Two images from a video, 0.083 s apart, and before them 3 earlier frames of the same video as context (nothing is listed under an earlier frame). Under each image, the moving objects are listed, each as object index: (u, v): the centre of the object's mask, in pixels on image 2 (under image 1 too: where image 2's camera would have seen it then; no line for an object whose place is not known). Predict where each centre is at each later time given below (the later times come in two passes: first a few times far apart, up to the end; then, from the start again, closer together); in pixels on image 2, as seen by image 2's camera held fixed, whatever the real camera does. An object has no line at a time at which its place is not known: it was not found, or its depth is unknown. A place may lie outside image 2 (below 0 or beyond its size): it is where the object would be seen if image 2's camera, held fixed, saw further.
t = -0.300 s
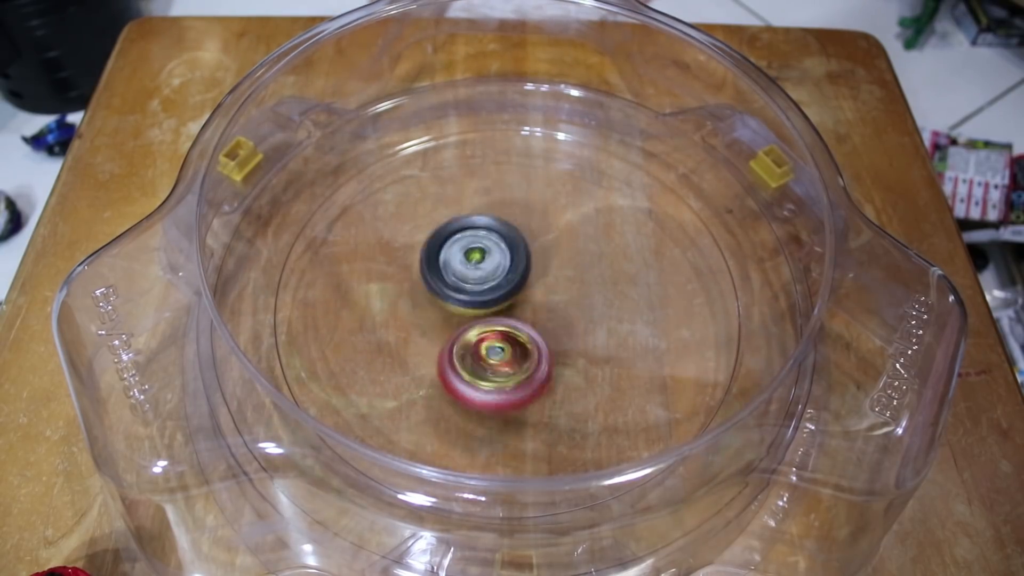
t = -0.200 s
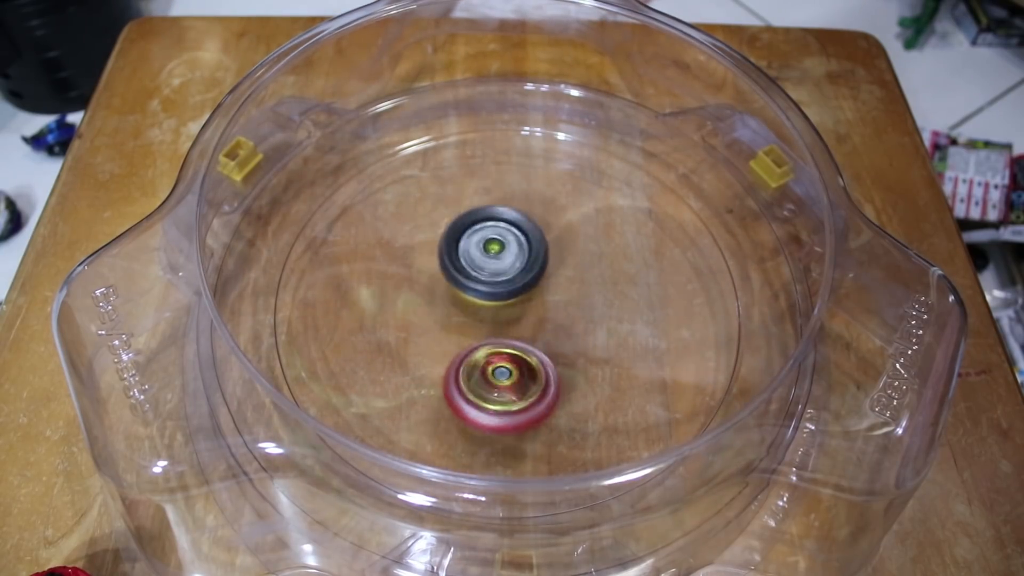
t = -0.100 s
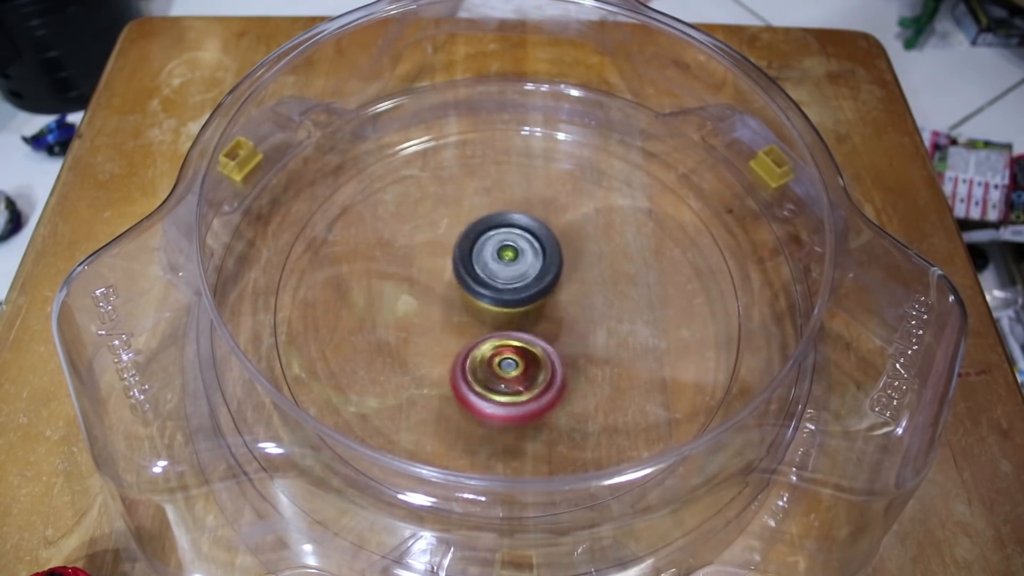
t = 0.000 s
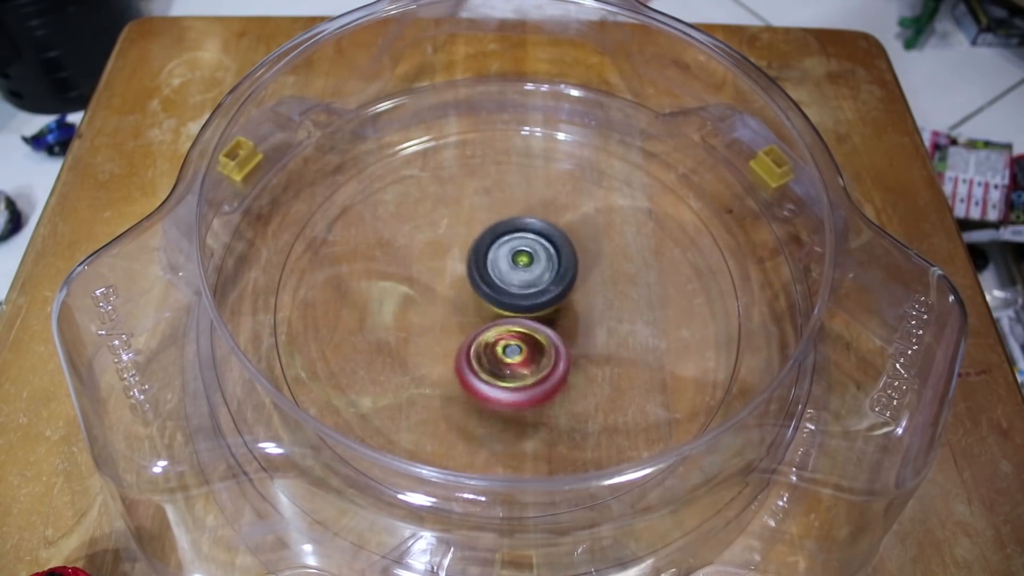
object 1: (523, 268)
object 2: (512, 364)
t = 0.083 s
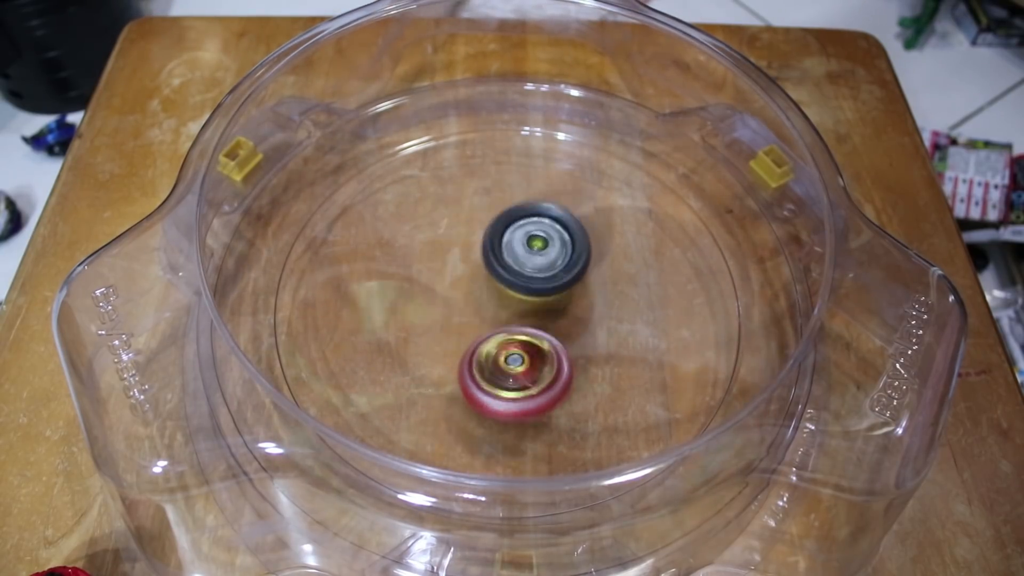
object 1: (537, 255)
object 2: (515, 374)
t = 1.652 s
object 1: (459, 255)
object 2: (551, 338)
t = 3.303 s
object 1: (541, 235)
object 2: (504, 323)
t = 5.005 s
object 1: (512, 232)
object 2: (526, 331)
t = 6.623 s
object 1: (488, 253)
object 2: (547, 337)
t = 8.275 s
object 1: (605, 246)
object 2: (532, 316)
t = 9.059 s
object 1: (564, 261)
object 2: (486, 325)
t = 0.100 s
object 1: (538, 255)
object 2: (516, 375)
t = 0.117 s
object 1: (539, 253)
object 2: (516, 375)
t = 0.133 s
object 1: (540, 251)
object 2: (517, 375)
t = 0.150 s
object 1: (540, 249)
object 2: (518, 375)
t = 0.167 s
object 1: (541, 247)
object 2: (518, 375)
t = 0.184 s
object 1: (541, 246)
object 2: (519, 373)
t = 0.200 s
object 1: (543, 239)
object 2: (520, 372)
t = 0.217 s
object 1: (543, 237)
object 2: (520, 371)
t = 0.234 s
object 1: (543, 236)
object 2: (521, 369)
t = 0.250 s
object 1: (543, 234)
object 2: (522, 367)
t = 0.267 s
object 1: (542, 234)
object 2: (523, 364)
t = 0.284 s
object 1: (542, 233)
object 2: (523, 363)
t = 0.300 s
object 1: (541, 232)
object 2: (523, 360)
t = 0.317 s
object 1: (541, 231)
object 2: (524, 358)
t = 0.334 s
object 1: (540, 230)
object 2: (525, 355)
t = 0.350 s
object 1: (539, 230)
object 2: (525, 353)
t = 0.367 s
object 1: (539, 230)
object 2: (525, 351)
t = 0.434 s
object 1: (534, 232)
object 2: (527, 341)
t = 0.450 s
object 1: (533, 233)
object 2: (528, 338)
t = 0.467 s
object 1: (532, 234)
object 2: (528, 335)
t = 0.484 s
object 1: (531, 234)
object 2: (529, 331)
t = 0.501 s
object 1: (530, 234)
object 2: (528, 329)
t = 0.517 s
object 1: (529, 233)
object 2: (529, 330)
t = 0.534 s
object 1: (528, 232)
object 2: (530, 331)
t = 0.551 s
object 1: (527, 231)
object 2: (530, 332)
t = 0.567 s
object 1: (525, 230)
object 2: (531, 332)
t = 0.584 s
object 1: (524, 231)
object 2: (532, 332)
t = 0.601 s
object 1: (523, 232)
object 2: (532, 332)
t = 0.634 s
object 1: (520, 234)
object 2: (534, 331)
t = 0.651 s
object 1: (519, 235)
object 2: (536, 331)
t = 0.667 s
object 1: (518, 236)
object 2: (537, 331)
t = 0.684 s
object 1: (516, 237)
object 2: (537, 333)
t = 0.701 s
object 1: (516, 238)
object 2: (539, 334)
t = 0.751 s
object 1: (512, 241)
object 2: (542, 336)
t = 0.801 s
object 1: (509, 241)
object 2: (546, 341)
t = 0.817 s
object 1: (508, 241)
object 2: (547, 341)
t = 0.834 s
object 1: (506, 241)
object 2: (548, 342)
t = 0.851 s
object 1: (505, 242)
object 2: (549, 342)
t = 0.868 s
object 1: (503, 242)
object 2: (551, 341)
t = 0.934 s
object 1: (500, 246)
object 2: (553, 337)
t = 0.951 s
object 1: (499, 247)
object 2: (553, 335)
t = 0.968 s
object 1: (498, 248)
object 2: (553, 334)
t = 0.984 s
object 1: (496, 247)
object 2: (556, 334)
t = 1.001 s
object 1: (492, 247)
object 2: (559, 335)
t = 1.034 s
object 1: (487, 247)
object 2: (562, 335)
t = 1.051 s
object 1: (486, 248)
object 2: (562, 335)
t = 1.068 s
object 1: (484, 248)
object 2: (563, 334)
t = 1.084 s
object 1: (483, 249)
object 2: (562, 334)
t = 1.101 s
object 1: (482, 249)
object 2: (562, 333)
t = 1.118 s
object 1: (481, 250)
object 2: (561, 333)
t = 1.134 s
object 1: (480, 251)
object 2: (560, 331)
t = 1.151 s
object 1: (479, 253)
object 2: (559, 331)
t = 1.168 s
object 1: (479, 255)
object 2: (557, 330)
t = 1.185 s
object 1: (478, 256)
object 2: (556, 329)
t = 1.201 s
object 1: (477, 256)
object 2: (555, 330)
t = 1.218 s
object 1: (476, 257)
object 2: (555, 330)
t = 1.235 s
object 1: (475, 258)
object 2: (554, 330)
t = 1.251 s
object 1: (474, 257)
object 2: (554, 331)
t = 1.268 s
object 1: (471, 257)
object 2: (554, 332)
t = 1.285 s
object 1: (470, 256)
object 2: (553, 333)
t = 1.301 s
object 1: (468, 256)
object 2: (552, 334)
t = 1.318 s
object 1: (466, 256)
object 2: (551, 335)
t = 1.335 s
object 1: (465, 256)
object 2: (550, 334)
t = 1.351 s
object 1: (464, 257)
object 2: (548, 335)
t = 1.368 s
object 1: (464, 257)
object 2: (547, 334)
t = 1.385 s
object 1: (463, 258)
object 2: (546, 334)
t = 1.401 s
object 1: (463, 258)
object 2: (544, 334)
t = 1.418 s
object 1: (463, 259)
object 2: (543, 333)
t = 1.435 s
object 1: (462, 260)
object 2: (543, 333)
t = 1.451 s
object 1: (462, 260)
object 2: (543, 333)
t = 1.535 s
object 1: (462, 260)
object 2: (545, 333)
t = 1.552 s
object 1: (463, 260)
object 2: (546, 333)
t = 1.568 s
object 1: (463, 261)
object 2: (545, 333)
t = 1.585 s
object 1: (465, 261)
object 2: (545, 332)
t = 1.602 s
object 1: (464, 260)
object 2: (547, 333)
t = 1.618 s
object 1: (462, 258)
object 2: (550, 336)
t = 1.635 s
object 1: (460, 256)
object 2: (550, 337)
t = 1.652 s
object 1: (459, 255)
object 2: (551, 338)
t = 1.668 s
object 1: (458, 253)
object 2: (551, 339)
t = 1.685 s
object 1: (458, 253)
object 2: (551, 340)
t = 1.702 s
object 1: (459, 251)
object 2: (550, 342)
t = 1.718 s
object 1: (459, 251)
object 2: (550, 342)
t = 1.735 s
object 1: (460, 250)
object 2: (550, 344)
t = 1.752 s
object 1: (460, 250)
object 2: (549, 344)
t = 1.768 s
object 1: (462, 250)
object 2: (549, 345)
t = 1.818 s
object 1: (465, 249)
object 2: (548, 347)
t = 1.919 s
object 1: (475, 248)
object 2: (545, 349)
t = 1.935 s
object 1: (476, 248)
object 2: (544, 350)
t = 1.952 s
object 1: (479, 248)
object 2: (544, 349)
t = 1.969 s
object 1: (480, 248)
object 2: (543, 350)
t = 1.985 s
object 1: (483, 248)
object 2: (543, 349)
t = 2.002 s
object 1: (485, 248)
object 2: (542, 349)
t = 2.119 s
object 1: (502, 248)
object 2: (537, 345)
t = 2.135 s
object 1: (505, 248)
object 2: (536, 344)
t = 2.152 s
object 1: (507, 248)
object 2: (536, 344)
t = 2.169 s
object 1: (509, 247)
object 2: (535, 343)
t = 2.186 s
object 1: (512, 246)
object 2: (534, 342)
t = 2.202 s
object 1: (514, 245)
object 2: (533, 342)
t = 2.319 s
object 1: (528, 238)
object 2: (530, 337)
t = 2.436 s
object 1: (538, 233)
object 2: (524, 329)
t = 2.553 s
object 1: (545, 228)
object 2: (520, 326)
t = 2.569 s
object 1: (545, 227)
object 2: (519, 326)
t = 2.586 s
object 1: (546, 227)
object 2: (518, 325)
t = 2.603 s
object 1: (546, 226)
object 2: (518, 324)
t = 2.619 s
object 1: (547, 226)
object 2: (517, 323)
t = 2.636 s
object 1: (546, 226)
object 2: (516, 322)
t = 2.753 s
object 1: (546, 227)
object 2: (511, 317)
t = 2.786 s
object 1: (546, 227)
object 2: (510, 316)
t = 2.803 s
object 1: (546, 228)
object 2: (510, 316)
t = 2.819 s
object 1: (547, 228)
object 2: (509, 315)
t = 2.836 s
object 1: (547, 228)
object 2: (508, 316)
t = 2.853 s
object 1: (547, 227)
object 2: (506, 317)
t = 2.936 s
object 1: (547, 226)
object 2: (503, 318)
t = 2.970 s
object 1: (547, 226)
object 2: (503, 317)
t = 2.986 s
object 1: (547, 226)
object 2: (504, 317)
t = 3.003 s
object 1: (546, 227)
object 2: (504, 316)
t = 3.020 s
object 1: (546, 227)
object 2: (504, 315)
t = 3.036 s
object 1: (545, 228)
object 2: (505, 315)
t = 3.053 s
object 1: (545, 228)
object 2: (504, 316)
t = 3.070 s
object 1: (545, 229)
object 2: (505, 315)
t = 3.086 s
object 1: (545, 229)
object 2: (505, 316)
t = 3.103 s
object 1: (545, 229)
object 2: (504, 317)
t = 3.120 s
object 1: (545, 229)
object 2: (504, 320)
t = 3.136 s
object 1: (545, 229)
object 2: (504, 321)
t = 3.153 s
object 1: (544, 229)
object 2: (503, 322)
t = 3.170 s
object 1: (544, 229)
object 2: (503, 322)
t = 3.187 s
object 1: (544, 229)
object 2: (503, 322)
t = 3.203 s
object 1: (543, 230)
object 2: (503, 322)
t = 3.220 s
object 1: (543, 230)
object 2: (504, 322)
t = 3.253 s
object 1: (542, 232)
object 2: (504, 322)
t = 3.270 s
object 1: (542, 233)
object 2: (504, 322)
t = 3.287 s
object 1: (541, 234)
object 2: (505, 322)
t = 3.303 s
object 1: (541, 235)
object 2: (504, 323)
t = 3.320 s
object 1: (541, 235)
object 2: (503, 323)
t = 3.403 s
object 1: (541, 238)
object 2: (499, 327)
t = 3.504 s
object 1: (544, 241)
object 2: (497, 328)
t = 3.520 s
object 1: (545, 241)
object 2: (496, 328)
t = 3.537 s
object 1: (545, 241)
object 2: (495, 328)
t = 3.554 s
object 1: (546, 242)
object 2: (495, 327)
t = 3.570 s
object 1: (546, 242)
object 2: (495, 327)
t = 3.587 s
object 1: (546, 243)
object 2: (495, 326)
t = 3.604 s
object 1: (546, 244)
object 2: (496, 325)
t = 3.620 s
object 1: (547, 244)
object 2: (496, 325)
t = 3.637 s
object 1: (548, 244)
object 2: (495, 325)
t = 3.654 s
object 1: (549, 243)
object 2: (495, 326)
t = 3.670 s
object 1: (550, 244)
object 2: (496, 326)
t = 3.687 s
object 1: (551, 243)
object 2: (497, 326)
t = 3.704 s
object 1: (552, 243)
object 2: (497, 325)
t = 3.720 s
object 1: (552, 243)
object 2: (498, 325)
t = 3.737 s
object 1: (553, 243)
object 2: (498, 324)
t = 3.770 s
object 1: (554, 243)
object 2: (500, 322)
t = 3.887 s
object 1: (559, 241)
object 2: (505, 320)
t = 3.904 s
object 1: (560, 240)
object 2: (506, 320)
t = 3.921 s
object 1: (560, 240)
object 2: (507, 319)
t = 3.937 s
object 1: (561, 239)
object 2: (507, 319)
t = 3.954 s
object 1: (561, 238)
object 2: (508, 321)
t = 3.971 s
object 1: (561, 237)
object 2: (507, 323)
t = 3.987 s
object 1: (560, 236)
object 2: (507, 324)
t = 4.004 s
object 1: (560, 236)
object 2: (507, 325)
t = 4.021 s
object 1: (560, 236)
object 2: (508, 326)
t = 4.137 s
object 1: (554, 239)
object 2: (512, 324)
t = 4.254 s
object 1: (549, 239)
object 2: (509, 324)
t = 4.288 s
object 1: (548, 239)
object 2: (508, 325)
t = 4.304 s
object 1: (547, 238)
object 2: (508, 326)
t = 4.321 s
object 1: (547, 238)
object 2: (508, 326)
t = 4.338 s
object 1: (546, 237)
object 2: (508, 329)
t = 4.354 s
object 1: (545, 237)
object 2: (508, 330)
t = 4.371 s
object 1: (544, 237)
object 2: (508, 332)
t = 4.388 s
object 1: (543, 237)
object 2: (509, 332)
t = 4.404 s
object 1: (542, 237)
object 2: (509, 333)
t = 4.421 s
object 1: (541, 238)
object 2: (509, 333)
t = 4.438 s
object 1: (540, 239)
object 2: (510, 333)
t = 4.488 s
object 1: (537, 241)
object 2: (511, 331)
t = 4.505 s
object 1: (536, 241)
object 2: (511, 332)
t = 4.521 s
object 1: (536, 241)
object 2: (511, 332)
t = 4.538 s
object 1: (535, 241)
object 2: (512, 334)
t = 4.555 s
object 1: (535, 241)
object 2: (512, 334)
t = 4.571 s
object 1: (534, 241)
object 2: (513, 334)
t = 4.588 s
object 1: (534, 240)
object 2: (513, 334)
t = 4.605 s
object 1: (533, 240)
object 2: (514, 333)
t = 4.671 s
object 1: (530, 239)
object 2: (515, 332)
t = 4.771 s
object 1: (526, 237)
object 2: (519, 330)
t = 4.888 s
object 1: (519, 235)
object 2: (523, 329)
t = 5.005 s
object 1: (512, 232)
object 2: (526, 331)
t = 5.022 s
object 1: (511, 232)
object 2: (526, 331)
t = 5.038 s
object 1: (509, 232)
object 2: (526, 331)
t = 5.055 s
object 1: (509, 232)
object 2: (527, 331)
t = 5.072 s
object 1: (507, 233)
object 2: (527, 330)
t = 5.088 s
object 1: (507, 233)
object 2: (527, 329)
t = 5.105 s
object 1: (506, 234)
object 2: (528, 329)
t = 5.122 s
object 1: (505, 234)
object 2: (528, 328)
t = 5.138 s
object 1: (504, 235)
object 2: (529, 328)
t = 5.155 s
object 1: (504, 235)
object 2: (529, 330)
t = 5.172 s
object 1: (503, 235)
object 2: (530, 331)
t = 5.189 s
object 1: (502, 235)
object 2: (530, 332)
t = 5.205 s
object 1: (502, 236)
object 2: (531, 332)
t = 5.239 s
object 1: (501, 238)
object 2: (533, 332)
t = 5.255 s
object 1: (500, 239)
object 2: (533, 331)
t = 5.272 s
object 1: (500, 240)
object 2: (534, 332)
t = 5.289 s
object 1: (498, 238)
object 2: (536, 336)
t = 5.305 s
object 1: (497, 236)
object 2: (539, 340)
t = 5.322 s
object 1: (496, 235)
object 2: (541, 343)
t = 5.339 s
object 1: (495, 236)
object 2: (542, 346)
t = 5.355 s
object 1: (494, 237)
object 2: (543, 347)
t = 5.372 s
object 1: (494, 238)
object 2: (543, 348)
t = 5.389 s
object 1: (493, 239)
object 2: (544, 348)
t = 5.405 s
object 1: (493, 241)
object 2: (544, 347)
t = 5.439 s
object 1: (493, 243)
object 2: (543, 346)
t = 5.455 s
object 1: (493, 245)
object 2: (543, 345)
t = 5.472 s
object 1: (493, 247)
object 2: (542, 344)
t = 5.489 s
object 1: (494, 249)
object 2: (542, 343)
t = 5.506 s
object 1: (494, 251)
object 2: (541, 342)
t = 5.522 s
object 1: (495, 253)
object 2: (540, 342)
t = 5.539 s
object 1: (495, 253)
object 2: (541, 343)
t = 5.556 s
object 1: (495, 253)
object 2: (543, 345)
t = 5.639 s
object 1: (497, 257)
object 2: (547, 347)
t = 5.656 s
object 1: (497, 260)
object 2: (546, 347)
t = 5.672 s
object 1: (498, 261)
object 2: (548, 347)
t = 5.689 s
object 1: (495, 256)
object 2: (552, 352)
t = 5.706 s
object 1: (491, 251)
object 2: (558, 360)
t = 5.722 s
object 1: (488, 248)
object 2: (563, 365)
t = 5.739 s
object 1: (486, 243)
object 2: (566, 368)
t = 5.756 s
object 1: (484, 243)
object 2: (569, 371)
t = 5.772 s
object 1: (483, 242)
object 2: (571, 372)
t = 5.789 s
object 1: (481, 241)
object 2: (572, 373)
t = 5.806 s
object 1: (480, 241)
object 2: (572, 372)
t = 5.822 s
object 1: (479, 241)
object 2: (572, 373)
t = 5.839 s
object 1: (478, 241)
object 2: (572, 372)
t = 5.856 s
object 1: (477, 242)
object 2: (572, 372)
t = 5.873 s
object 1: (476, 242)
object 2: (572, 372)
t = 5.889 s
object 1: (475, 243)
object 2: (571, 372)
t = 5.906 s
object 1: (475, 243)
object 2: (572, 372)
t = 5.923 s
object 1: (475, 244)
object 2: (571, 371)
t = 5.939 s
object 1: (474, 245)
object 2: (572, 371)
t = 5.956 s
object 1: (474, 246)
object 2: (571, 370)
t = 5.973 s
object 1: (474, 247)
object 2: (571, 370)
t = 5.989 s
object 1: (475, 249)
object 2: (570, 369)
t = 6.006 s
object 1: (475, 250)
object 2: (570, 368)
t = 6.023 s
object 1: (475, 252)
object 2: (570, 367)
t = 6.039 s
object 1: (476, 253)
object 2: (569, 366)
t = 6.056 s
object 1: (477, 255)
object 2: (569, 365)
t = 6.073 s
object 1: (478, 256)
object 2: (568, 364)
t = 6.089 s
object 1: (479, 258)
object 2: (569, 363)
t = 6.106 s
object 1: (481, 260)
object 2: (567, 362)
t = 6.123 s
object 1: (483, 262)
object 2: (567, 361)
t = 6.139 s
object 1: (484, 263)
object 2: (566, 359)
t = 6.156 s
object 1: (486, 265)
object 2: (566, 358)
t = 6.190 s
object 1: (490, 269)
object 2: (563, 354)
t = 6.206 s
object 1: (493, 271)
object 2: (563, 353)
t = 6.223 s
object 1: (494, 272)
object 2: (561, 352)
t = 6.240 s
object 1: (493, 270)
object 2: (565, 354)
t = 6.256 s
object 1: (492, 268)
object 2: (569, 357)
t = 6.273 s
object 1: (491, 267)
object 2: (571, 357)
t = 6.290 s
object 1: (491, 267)
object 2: (571, 358)
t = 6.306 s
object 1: (492, 266)
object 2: (572, 357)
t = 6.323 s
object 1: (492, 267)
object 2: (572, 356)
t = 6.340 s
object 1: (493, 268)
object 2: (572, 354)
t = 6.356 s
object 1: (494, 269)
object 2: (572, 352)
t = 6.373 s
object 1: (495, 270)
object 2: (570, 352)
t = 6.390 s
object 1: (496, 271)
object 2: (568, 349)
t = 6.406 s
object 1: (497, 272)
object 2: (567, 348)
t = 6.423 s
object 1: (496, 270)
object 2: (567, 349)
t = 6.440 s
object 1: (496, 269)
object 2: (567, 349)
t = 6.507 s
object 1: (495, 266)
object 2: (561, 347)
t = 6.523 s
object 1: (495, 264)
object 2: (559, 346)
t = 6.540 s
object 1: (494, 261)
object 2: (559, 345)
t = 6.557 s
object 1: (493, 260)
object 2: (557, 344)
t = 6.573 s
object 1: (492, 258)
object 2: (556, 343)
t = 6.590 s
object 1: (490, 256)
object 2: (553, 341)
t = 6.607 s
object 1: (489, 255)
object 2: (550, 339)
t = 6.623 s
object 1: (488, 253)
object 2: (547, 337)
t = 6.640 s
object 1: (486, 249)
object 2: (545, 337)
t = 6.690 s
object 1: (477, 236)
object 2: (538, 334)
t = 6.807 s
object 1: (461, 218)
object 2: (516, 318)
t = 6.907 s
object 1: (452, 210)
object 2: (500, 301)
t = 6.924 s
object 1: (451, 209)
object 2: (498, 300)
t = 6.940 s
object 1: (450, 209)
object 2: (496, 297)
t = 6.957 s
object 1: (449, 205)
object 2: (494, 298)
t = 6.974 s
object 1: (445, 201)
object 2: (492, 300)
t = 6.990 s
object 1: (442, 198)
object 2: (491, 301)
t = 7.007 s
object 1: (439, 195)
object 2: (488, 302)
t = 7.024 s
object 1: (436, 193)
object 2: (486, 301)
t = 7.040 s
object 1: (435, 191)
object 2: (484, 299)
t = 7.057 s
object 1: (432, 190)
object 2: (482, 299)
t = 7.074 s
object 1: (431, 188)
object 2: (481, 298)
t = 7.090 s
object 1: (429, 190)
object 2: (479, 297)
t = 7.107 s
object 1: (428, 188)
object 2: (479, 297)
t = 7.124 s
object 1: (428, 188)
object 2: (478, 295)
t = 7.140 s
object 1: (426, 190)
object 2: (477, 295)
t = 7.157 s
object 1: (426, 190)
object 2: (477, 294)
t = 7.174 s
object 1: (426, 192)
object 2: (475, 293)
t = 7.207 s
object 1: (426, 195)
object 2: (474, 291)
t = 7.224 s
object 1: (427, 196)
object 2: (473, 291)
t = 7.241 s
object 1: (428, 198)
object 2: (473, 290)
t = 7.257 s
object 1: (428, 199)
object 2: (473, 292)
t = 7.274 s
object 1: (429, 197)
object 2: (475, 296)
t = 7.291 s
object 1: (430, 197)
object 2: (476, 300)
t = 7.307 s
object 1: (430, 199)
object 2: (479, 302)
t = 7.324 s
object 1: (432, 200)
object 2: (481, 303)
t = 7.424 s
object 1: (445, 213)
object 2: (489, 308)
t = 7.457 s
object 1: (453, 216)
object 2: (491, 310)
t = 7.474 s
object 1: (456, 217)
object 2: (492, 312)
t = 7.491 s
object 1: (460, 219)
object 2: (493, 314)
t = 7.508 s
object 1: (464, 219)
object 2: (494, 316)
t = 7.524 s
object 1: (467, 220)
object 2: (495, 317)
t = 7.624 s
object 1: (490, 225)
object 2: (503, 322)
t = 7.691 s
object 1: (507, 228)
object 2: (508, 324)
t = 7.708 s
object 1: (512, 229)
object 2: (509, 324)
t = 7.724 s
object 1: (516, 229)
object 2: (510, 326)
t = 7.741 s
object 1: (520, 229)
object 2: (513, 326)
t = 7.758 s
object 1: (524, 229)
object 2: (514, 326)
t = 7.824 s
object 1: (541, 231)
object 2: (520, 324)
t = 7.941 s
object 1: (568, 235)
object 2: (525, 321)
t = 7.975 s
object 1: (575, 236)
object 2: (528, 322)
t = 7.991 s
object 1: (579, 236)
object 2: (529, 322)
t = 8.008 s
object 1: (582, 236)
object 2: (530, 322)
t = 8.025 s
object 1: (585, 236)
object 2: (531, 321)
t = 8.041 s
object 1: (588, 237)
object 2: (532, 321)
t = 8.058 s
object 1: (590, 237)
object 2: (533, 320)
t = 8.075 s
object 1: (593, 237)
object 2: (533, 320)
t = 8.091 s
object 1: (594, 238)
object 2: (533, 319)
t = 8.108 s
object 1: (596, 238)
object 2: (534, 318)
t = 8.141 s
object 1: (599, 239)
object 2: (534, 317)
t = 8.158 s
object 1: (600, 240)
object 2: (534, 316)
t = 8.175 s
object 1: (601, 241)
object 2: (535, 316)
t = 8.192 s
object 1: (602, 242)
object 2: (535, 316)
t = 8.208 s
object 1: (604, 242)
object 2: (533, 317)
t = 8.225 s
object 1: (605, 243)
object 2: (532, 317)
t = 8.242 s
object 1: (605, 244)
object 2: (532, 317)
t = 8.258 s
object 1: (605, 245)
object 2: (533, 316)
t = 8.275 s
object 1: (605, 246)
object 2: (532, 316)
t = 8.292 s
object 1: (606, 246)
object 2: (532, 316)
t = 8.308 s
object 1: (607, 247)
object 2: (531, 317)
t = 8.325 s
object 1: (608, 248)
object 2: (529, 317)
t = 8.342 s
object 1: (607, 248)
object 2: (526, 318)
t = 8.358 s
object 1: (607, 249)
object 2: (525, 319)
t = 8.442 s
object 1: (603, 251)
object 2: (522, 318)
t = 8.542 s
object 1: (600, 253)
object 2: (512, 319)
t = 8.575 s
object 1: (598, 258)
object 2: (510, 318)
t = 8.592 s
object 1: (596, 254)
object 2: (509, 318)
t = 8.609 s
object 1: (595, 259)
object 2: (508, 317)
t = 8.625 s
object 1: (594, 259)
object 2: (507, 317)
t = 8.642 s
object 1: (592, 259)
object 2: (506, 317)
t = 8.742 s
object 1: (584, 261)
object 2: (496, 318)
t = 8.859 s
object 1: (576, 263)
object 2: (489, 318)
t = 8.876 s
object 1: (574, 263)
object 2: (488, 317)
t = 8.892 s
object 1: (573, 263)
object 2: (488, 317)
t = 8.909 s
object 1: (573, 264)
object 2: (487, 317)
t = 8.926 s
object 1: (572, 263)
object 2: (486, 318)
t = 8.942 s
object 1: (571, 263)
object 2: (486, 319)
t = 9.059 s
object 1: (564, 261)
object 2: (486, 325)
